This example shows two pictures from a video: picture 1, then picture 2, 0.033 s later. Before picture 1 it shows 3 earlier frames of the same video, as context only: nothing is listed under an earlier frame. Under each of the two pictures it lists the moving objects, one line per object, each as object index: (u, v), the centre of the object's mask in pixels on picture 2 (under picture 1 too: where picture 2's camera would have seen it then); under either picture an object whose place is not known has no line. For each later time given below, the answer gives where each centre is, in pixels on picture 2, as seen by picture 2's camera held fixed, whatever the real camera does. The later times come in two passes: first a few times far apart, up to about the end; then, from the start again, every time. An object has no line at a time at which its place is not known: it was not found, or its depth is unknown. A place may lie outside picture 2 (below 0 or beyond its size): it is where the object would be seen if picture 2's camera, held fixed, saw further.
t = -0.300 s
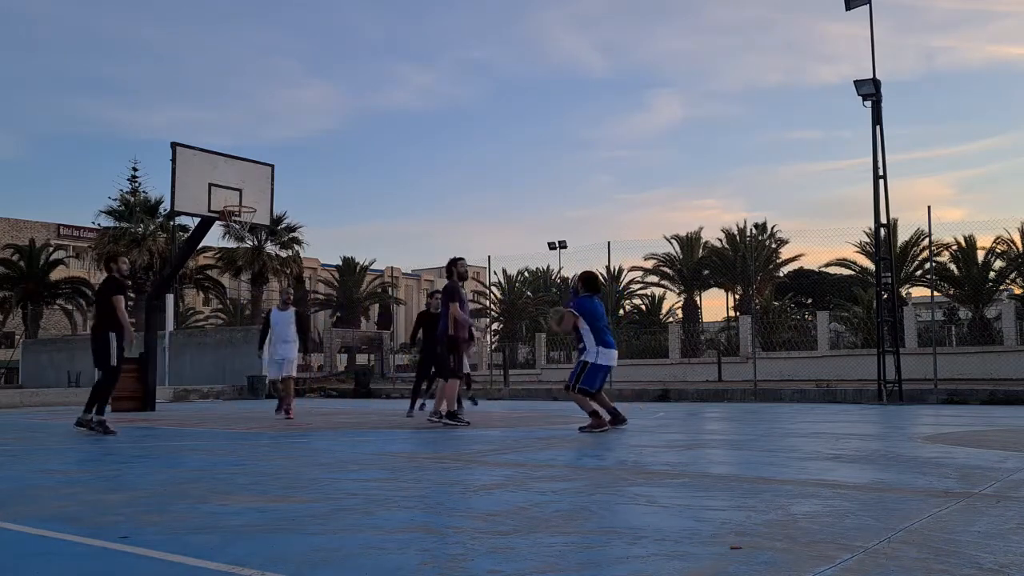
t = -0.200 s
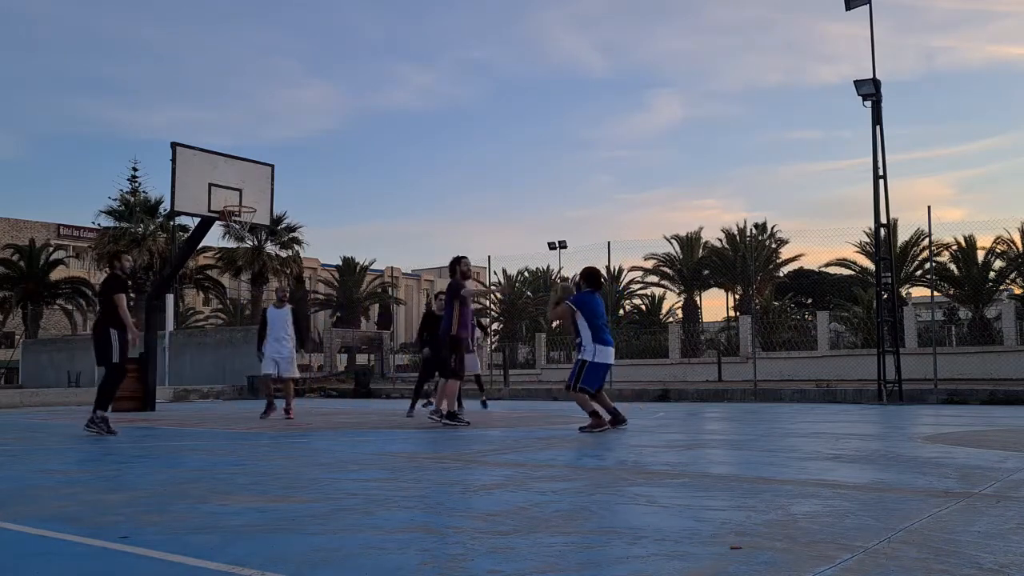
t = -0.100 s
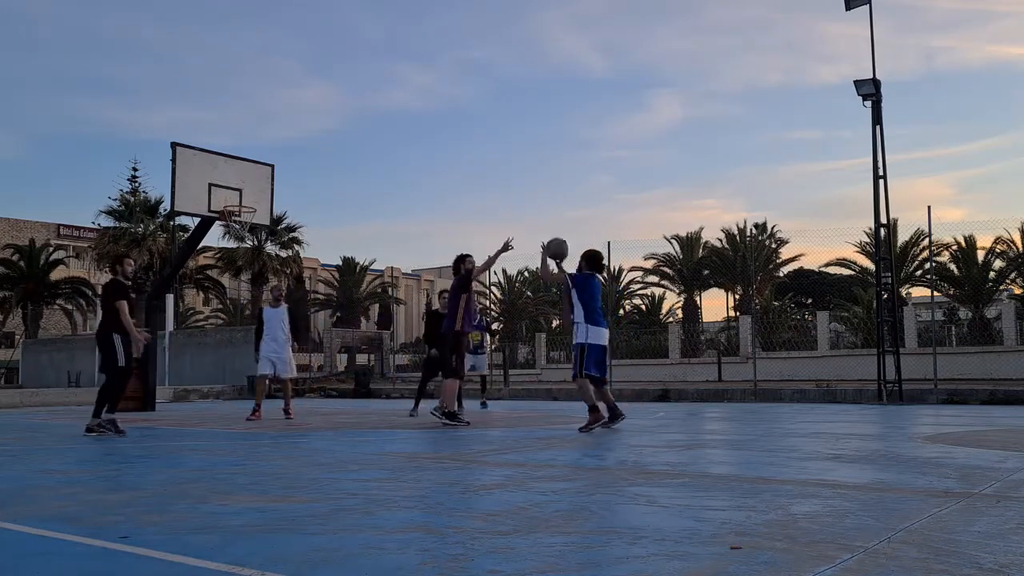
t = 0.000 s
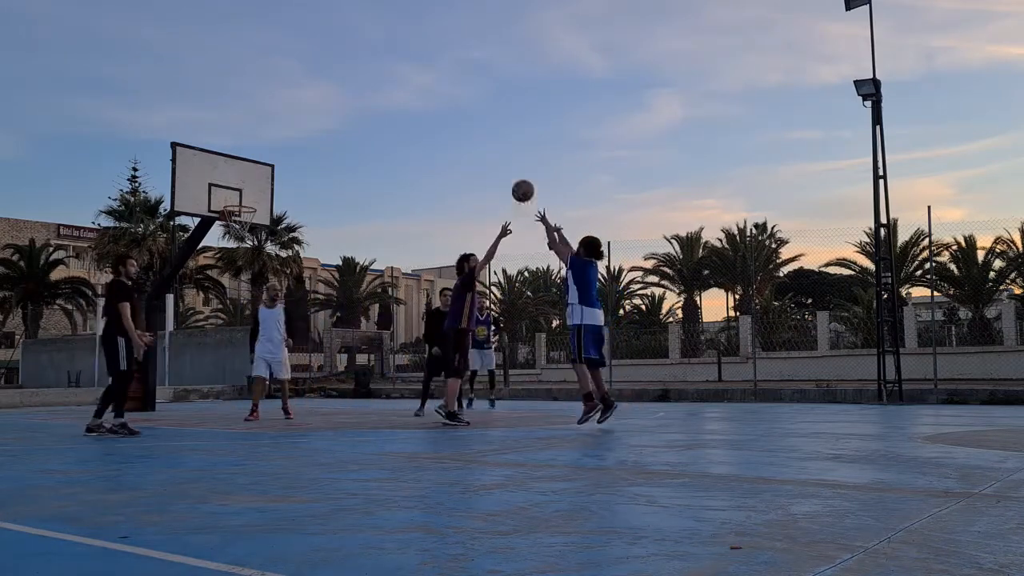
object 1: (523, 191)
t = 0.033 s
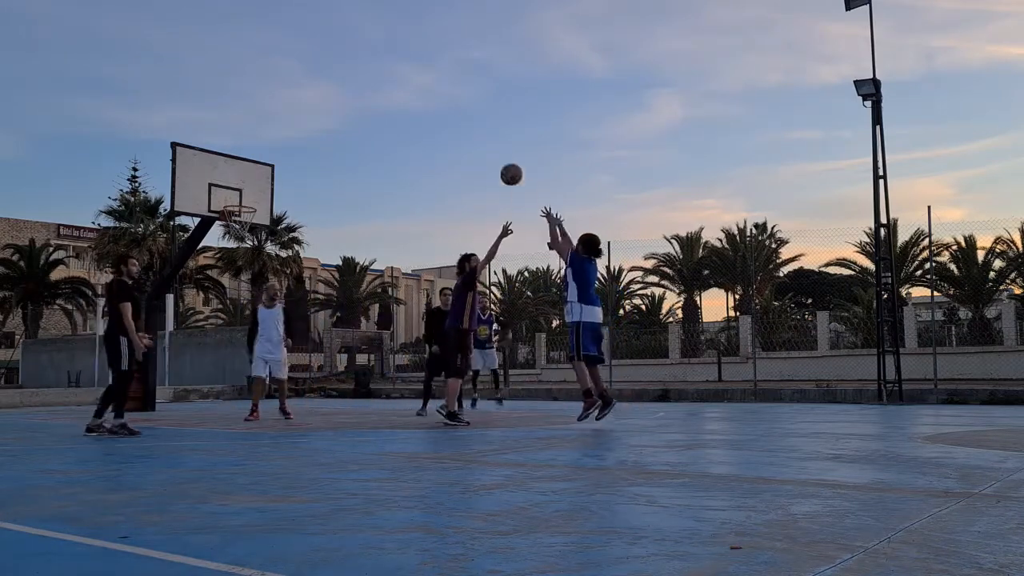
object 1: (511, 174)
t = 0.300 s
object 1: (430, 88)
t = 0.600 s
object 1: (357, 69)
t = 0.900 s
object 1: (296, 113)
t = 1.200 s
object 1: (243, 207)
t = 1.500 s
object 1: (230, 229)
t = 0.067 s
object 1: (500, 159)
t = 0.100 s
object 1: (489, 145)
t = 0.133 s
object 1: (478, 133)
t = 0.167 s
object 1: (468, 121)
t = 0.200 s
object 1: (458, 111)
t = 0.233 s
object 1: (449, 102)
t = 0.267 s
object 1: (439, 94)
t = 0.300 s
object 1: (430, 88)
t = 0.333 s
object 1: (421, 82)
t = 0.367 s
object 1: (412, 77)
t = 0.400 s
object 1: (404, 74)
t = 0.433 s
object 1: (396, 71)
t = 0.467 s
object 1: (387, 69)
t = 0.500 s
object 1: (380, 68)
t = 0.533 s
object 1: (372, 67)
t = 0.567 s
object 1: (364, 68)
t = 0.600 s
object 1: (357, 69)
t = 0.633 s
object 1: (349, 71)
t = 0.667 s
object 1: (342, 74)
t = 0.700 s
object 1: (335, 78)
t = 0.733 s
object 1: (328, 82)
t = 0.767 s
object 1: (321, 87)
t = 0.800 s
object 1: (315, 92)
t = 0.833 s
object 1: (308, 99)
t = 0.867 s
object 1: (302, 106)
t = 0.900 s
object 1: (296, 113)
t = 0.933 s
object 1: (289, 122)
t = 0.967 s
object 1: (283, 130)
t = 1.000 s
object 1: (277, 140)
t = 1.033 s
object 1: (271, 149)
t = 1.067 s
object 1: (266, 160)
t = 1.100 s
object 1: (259, 171)
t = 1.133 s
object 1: (254, 182)
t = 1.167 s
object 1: (249, 194)
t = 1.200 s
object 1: (243, 207)
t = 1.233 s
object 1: (237, 217)
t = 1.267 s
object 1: (235, 227)
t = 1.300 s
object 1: (233, 227)
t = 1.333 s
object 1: (233, 227)
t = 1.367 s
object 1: (233, 226)
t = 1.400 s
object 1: (232, 227)
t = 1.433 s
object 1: (232, 227)
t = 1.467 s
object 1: (232, 227)
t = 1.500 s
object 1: (230, 229)
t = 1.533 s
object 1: (229, 231)
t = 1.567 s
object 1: (229, 234)
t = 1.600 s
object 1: (228, 239)
